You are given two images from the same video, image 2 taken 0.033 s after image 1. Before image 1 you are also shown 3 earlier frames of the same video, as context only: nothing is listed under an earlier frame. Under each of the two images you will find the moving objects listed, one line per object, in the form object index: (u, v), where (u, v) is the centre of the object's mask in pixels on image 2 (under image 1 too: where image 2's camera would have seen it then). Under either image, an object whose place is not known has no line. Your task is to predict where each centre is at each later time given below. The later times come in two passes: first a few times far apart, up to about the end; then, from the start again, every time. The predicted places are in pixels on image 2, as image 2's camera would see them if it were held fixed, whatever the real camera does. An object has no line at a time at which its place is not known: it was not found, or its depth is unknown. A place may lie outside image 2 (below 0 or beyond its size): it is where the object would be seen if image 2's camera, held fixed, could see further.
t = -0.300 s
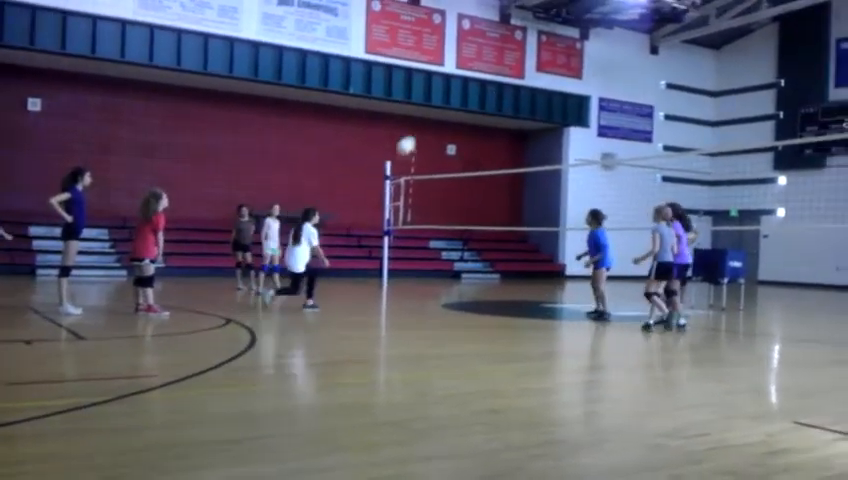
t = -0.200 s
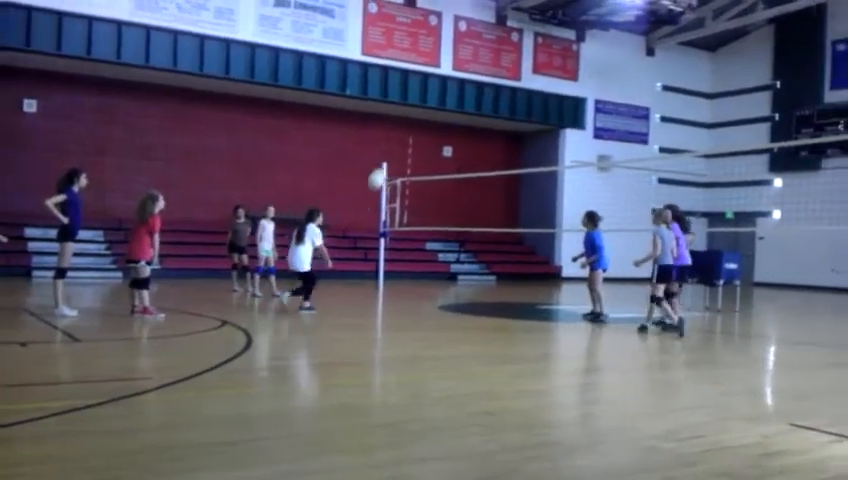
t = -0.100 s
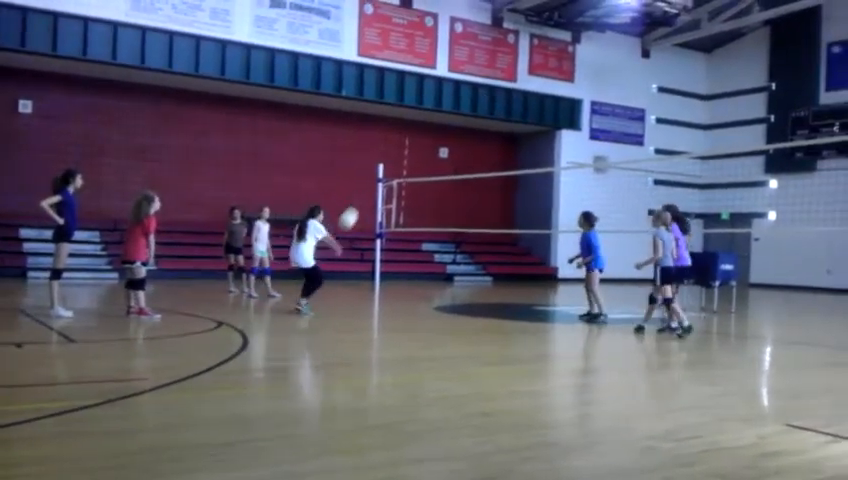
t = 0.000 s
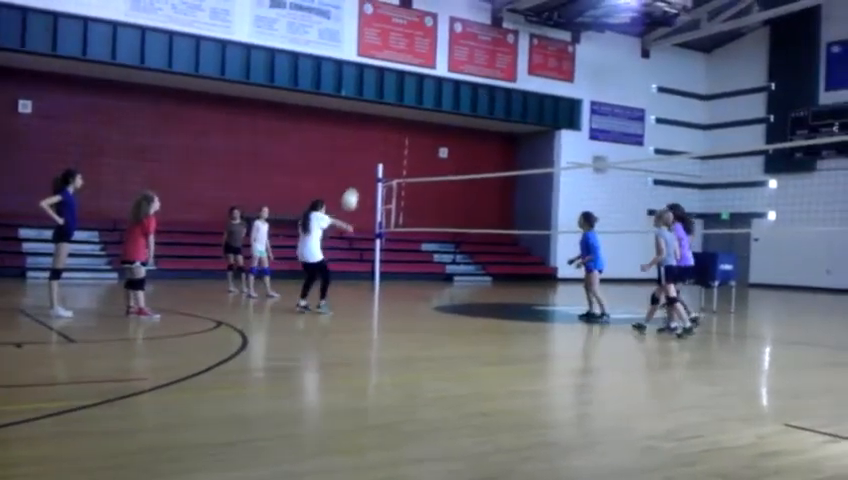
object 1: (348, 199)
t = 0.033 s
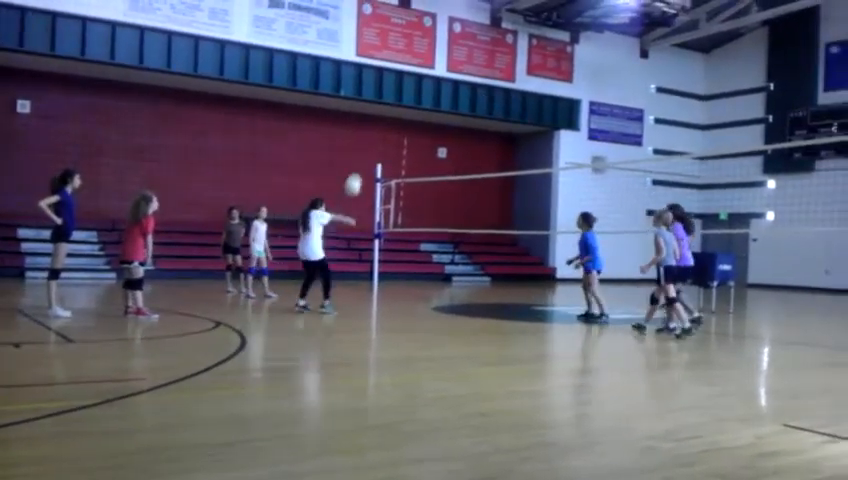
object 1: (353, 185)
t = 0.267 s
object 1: (384, 104)
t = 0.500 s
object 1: (410, 63)
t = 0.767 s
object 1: (435, 66)
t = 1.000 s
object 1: (456, 103)
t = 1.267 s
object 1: (475, 180)
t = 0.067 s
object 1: (358, 170)
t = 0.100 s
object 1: (362, 157)
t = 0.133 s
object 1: (367, 144)
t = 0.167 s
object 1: (371, 133)
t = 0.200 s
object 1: (375, 122)
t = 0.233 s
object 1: (379, 113)
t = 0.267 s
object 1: (384, 104)
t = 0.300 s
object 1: (388, 96)
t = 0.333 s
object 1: (392, 89)
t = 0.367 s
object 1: (395, 82)
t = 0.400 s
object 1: (399, 77)
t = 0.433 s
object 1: (403, 73)
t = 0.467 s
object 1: (406, 69)
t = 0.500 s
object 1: (410, 63)
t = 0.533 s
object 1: (414, 62)
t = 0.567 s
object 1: (417, 60)
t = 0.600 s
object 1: (421, 59)
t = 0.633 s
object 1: (424, 59)
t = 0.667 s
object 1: (427, 60)
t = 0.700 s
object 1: (430, 61)
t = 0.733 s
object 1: (433, 63)
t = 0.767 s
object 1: (435, 66)
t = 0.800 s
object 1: (439, 69)
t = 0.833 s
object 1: (442, 73)
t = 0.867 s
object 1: (445, 79)
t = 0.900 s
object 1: (448, 84)
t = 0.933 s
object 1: (450, 89)
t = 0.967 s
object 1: (453, 96)
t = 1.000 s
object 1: (456, 103)
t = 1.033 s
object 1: (458, 111)
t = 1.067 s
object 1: (461, 118)
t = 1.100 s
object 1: (463, 128)
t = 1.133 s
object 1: (465, 137)
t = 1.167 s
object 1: (468, 147)
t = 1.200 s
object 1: (471, 158)
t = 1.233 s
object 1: (472, 168)
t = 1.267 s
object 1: (475, 180)
